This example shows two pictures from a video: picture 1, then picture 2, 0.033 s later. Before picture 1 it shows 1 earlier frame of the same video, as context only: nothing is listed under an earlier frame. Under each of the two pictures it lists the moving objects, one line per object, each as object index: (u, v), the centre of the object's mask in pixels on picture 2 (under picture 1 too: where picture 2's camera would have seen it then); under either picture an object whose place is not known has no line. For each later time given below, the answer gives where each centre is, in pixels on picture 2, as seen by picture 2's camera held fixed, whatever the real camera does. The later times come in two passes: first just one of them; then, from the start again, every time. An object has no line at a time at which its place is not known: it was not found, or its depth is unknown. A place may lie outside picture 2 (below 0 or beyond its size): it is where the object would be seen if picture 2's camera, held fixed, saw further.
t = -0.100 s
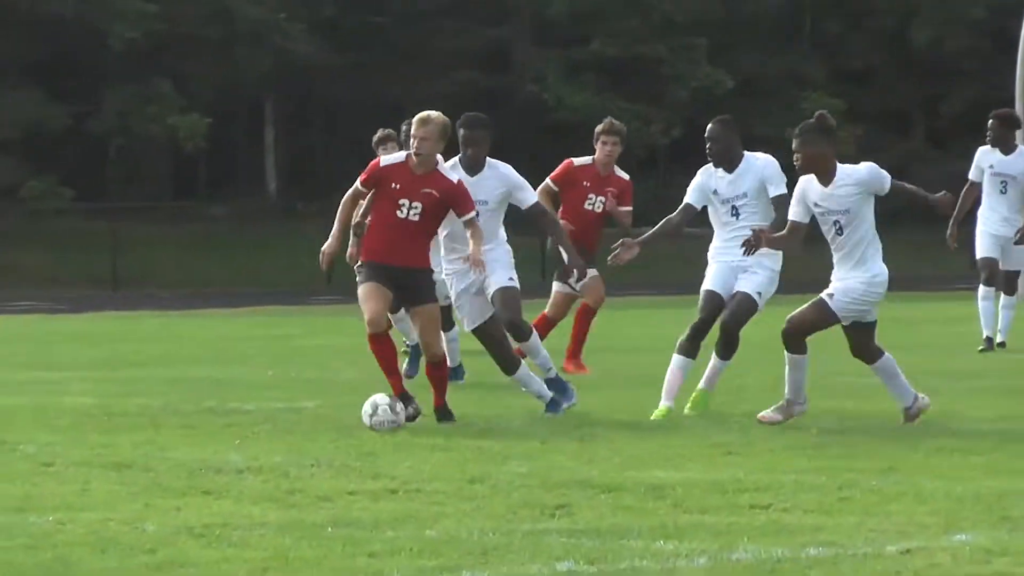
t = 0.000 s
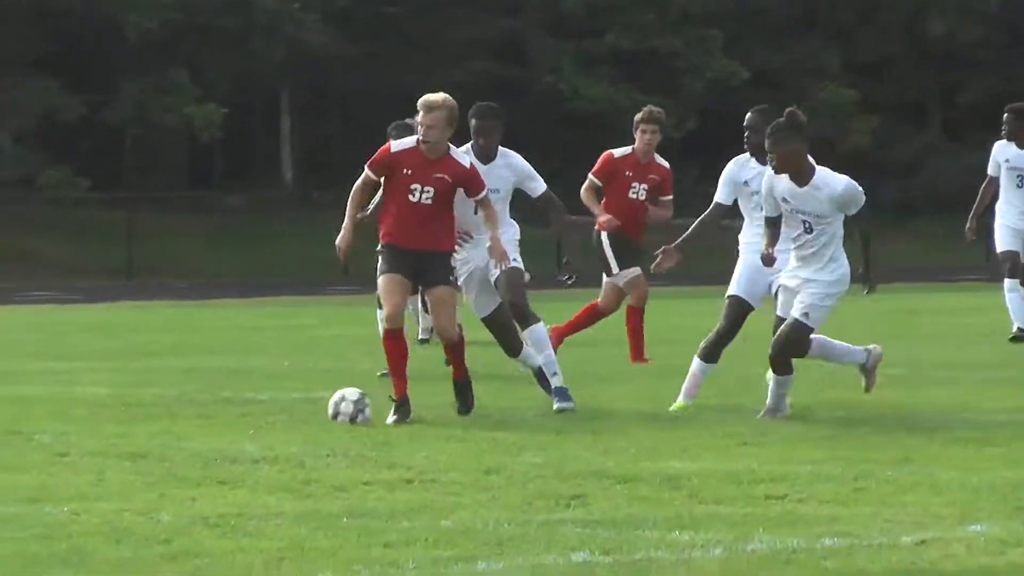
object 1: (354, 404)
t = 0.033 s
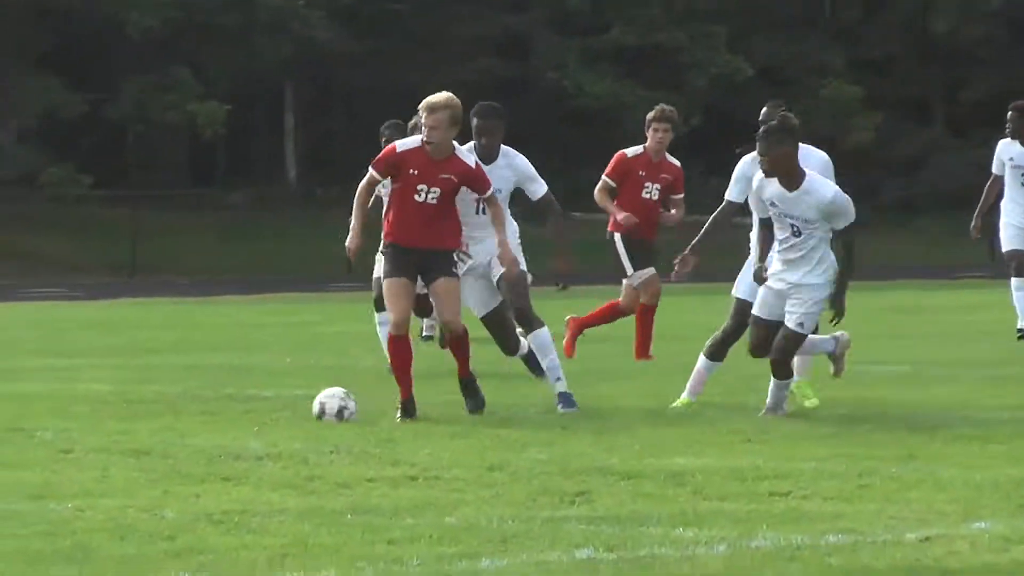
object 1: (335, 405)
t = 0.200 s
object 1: (262, 408)
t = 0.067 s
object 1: (319, 406)
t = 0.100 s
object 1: (304, 405)
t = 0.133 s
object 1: (290, 405)
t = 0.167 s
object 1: (276, 406)
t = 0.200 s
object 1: (262, 408)
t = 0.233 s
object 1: (249, 411)
